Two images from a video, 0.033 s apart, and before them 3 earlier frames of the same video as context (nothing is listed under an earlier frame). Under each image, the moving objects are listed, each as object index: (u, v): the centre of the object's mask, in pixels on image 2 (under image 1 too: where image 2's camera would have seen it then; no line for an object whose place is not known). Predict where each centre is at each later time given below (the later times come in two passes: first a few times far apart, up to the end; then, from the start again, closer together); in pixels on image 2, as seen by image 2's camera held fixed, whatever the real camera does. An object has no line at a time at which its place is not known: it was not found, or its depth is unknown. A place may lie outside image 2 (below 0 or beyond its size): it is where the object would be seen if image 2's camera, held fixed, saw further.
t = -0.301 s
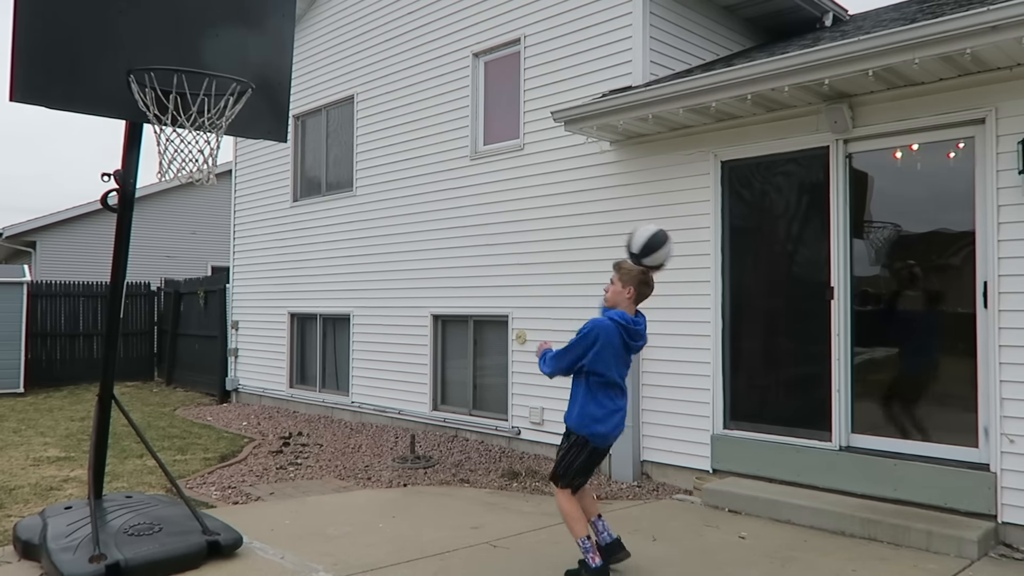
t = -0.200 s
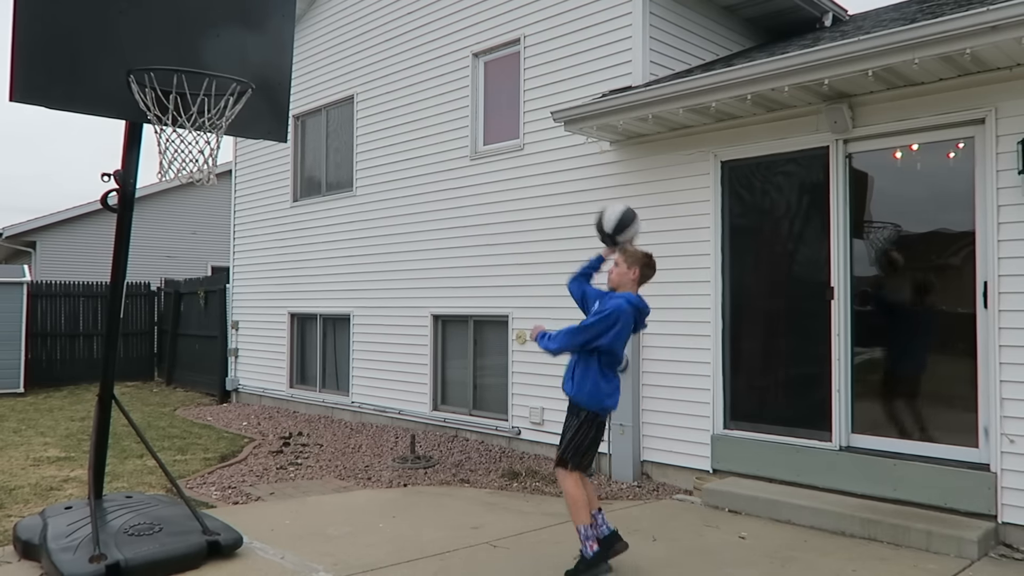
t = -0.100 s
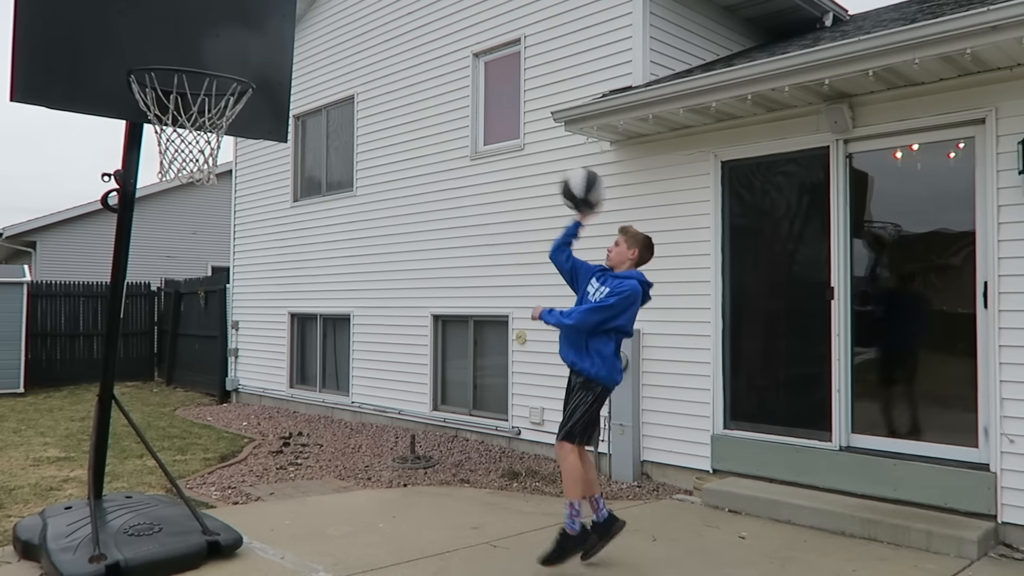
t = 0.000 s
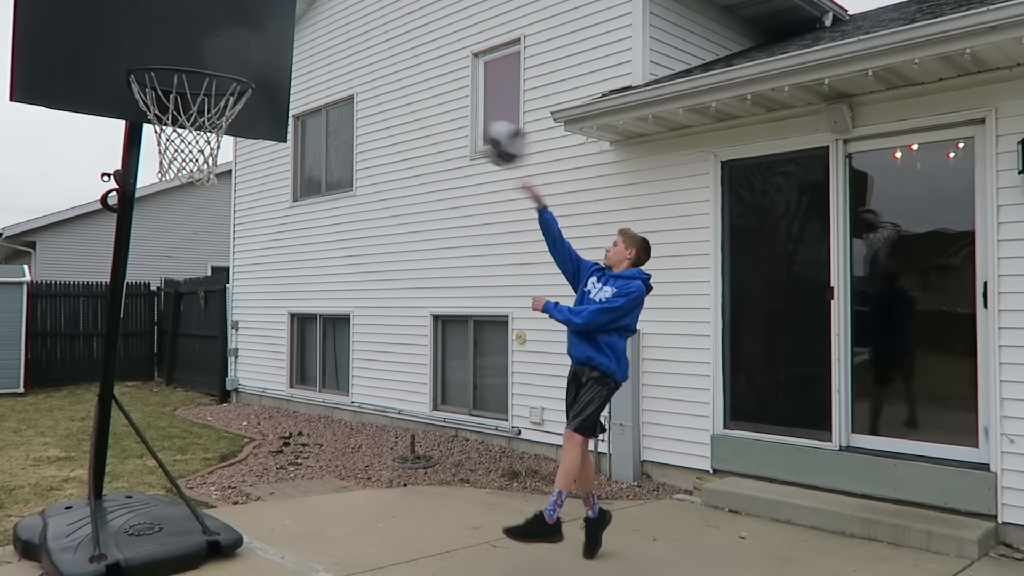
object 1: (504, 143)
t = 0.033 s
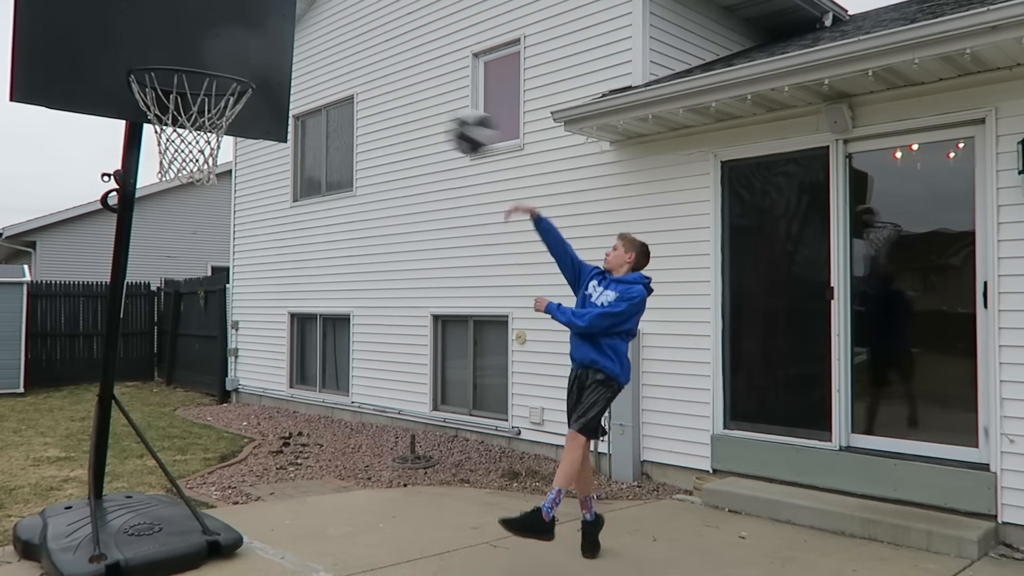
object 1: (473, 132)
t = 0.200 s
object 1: (282, 97)
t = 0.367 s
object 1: (265, 117)
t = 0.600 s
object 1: (338, 240)
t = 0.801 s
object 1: (401, 445)
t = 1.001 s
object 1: (453, 464)
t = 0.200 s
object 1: (282, 97)
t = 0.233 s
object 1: (258, 98)
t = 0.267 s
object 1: (237, 96)
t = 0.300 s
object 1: (249, 105)
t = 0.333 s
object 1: (259, 113)
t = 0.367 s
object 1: (265, 117)
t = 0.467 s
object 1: (298, 157)
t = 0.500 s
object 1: (307, 175)
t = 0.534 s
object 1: (316, 193)
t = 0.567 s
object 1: (326, 214)
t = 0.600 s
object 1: (338, 240)
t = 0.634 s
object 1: (348, 267)
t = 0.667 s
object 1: (358, 297)
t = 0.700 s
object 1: (369, 330)
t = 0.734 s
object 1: (380, 366)
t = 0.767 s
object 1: (389, 407)
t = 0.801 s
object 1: (401, 445)
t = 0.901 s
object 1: (431, 554)
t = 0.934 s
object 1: (439, 523)
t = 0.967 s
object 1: (447, 491)
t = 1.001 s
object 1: (453, 464)
